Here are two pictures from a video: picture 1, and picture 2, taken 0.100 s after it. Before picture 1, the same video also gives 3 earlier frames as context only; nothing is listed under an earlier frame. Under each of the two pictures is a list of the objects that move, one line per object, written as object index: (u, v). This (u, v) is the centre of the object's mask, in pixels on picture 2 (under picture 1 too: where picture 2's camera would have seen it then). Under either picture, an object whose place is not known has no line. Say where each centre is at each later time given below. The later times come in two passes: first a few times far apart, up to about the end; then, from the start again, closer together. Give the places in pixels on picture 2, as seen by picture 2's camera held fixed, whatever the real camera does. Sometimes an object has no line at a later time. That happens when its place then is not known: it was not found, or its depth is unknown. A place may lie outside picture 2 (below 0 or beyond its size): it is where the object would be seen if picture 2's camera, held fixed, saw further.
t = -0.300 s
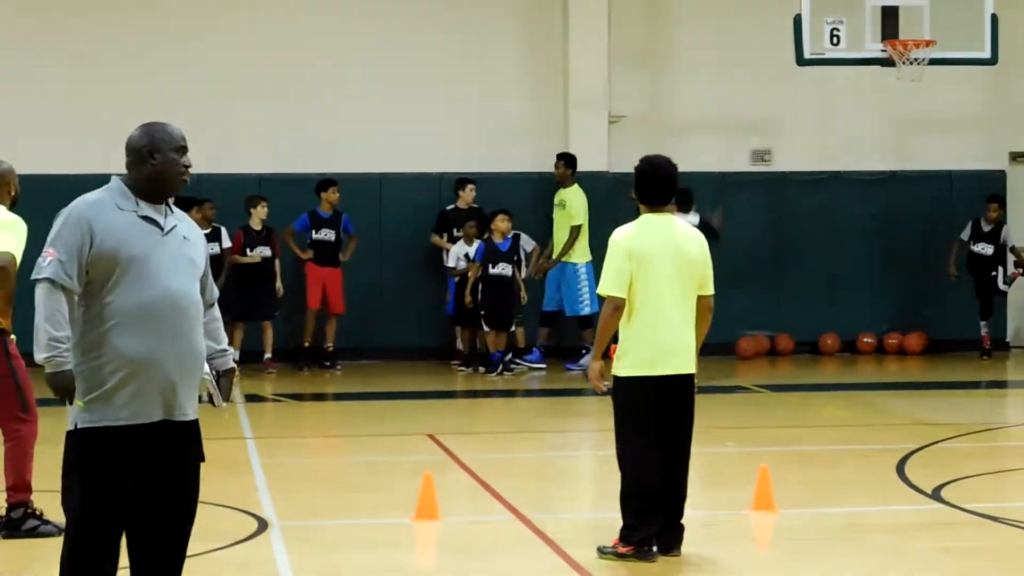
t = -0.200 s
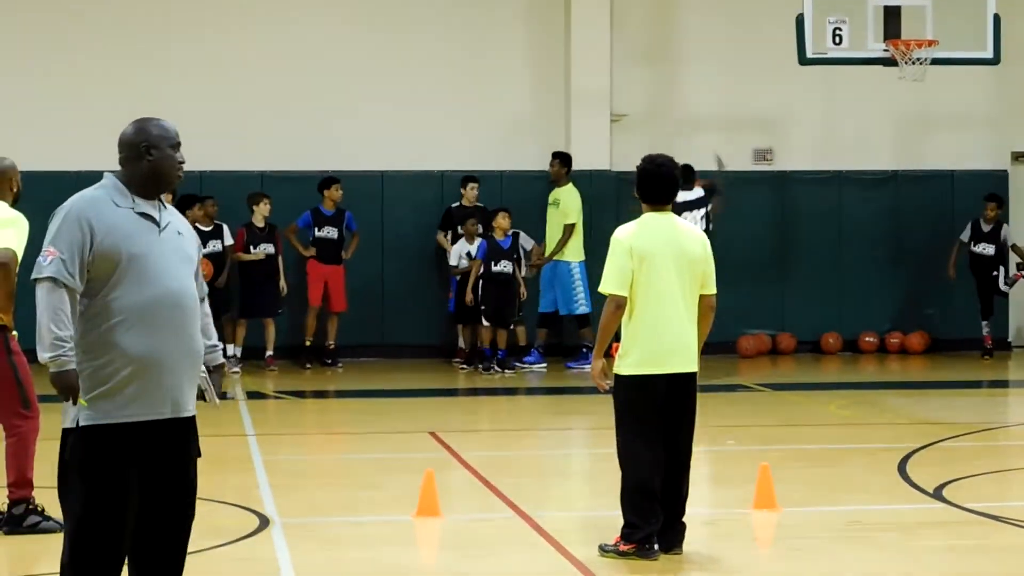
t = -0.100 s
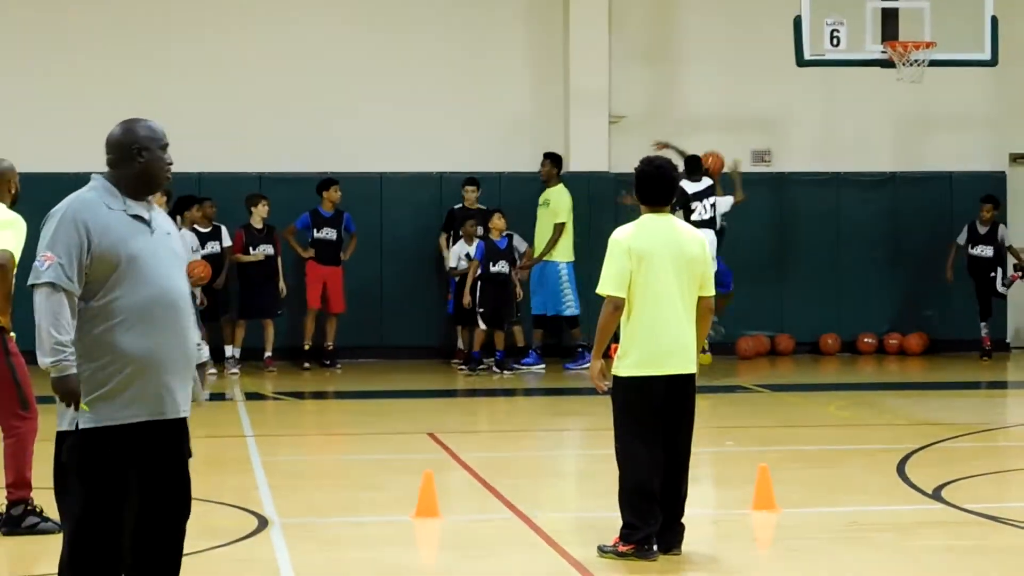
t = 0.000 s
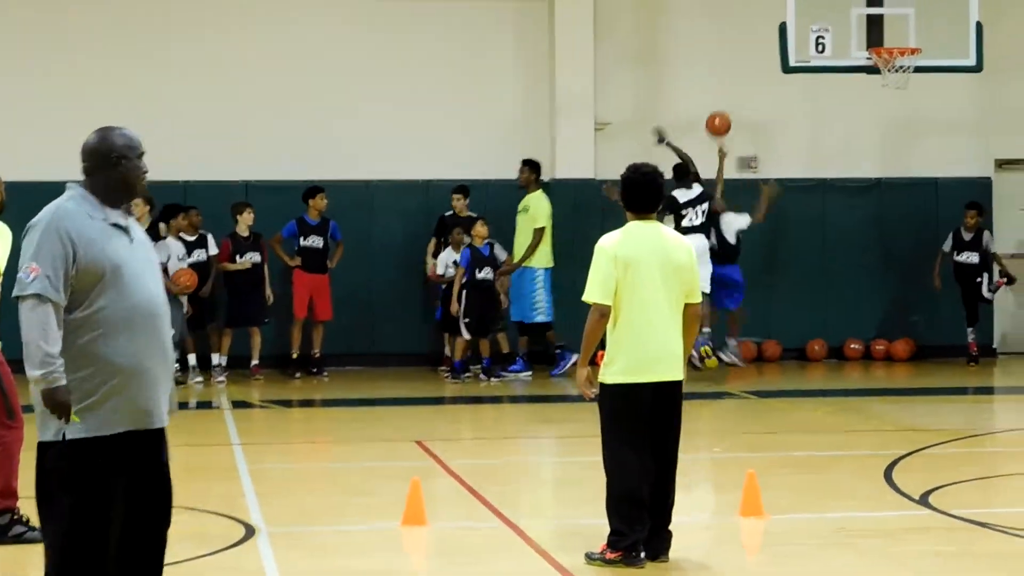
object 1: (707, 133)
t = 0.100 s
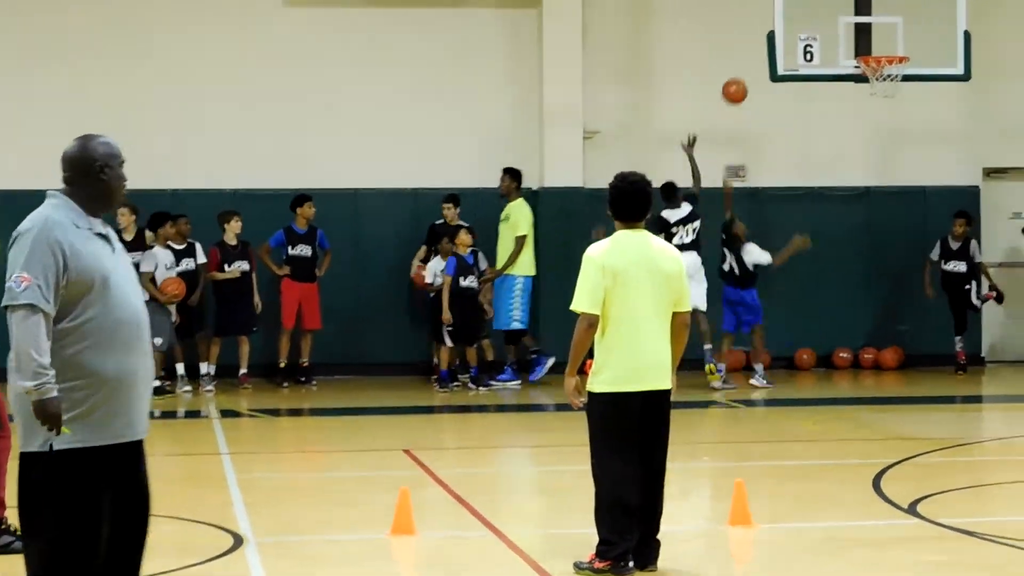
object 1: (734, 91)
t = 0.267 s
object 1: (780, 45)
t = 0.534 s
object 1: (854, 36)
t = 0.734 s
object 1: (905, 75)
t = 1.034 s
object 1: (874, 156)
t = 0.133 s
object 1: (744, 79)
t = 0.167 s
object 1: (753, 69)
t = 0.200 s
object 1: (762, 60)
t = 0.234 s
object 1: (771, 52)
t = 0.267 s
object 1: (780, 45)
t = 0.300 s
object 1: (789, 40)
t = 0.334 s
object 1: (798, 35)
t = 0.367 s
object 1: (807, 32)
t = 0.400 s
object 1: (817, 31)
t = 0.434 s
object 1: (826, 30)
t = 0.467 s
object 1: (835, 31)
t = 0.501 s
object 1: (844, 33)
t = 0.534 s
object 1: (854, 36)
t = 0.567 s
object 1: (863, 39)
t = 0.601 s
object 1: (872, 44)
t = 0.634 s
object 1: (883, 47)
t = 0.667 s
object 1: (892, 53)
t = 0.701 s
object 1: (899, 61)
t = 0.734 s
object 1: (905, 75)
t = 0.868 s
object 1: (889, 102)
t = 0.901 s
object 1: (886, 111)
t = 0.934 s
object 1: (883, 120)
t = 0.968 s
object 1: (880, 131)
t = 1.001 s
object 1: (877, 143)
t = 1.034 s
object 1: (874, 156)
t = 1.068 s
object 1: (871, 171)
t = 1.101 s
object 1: (869, 186)
